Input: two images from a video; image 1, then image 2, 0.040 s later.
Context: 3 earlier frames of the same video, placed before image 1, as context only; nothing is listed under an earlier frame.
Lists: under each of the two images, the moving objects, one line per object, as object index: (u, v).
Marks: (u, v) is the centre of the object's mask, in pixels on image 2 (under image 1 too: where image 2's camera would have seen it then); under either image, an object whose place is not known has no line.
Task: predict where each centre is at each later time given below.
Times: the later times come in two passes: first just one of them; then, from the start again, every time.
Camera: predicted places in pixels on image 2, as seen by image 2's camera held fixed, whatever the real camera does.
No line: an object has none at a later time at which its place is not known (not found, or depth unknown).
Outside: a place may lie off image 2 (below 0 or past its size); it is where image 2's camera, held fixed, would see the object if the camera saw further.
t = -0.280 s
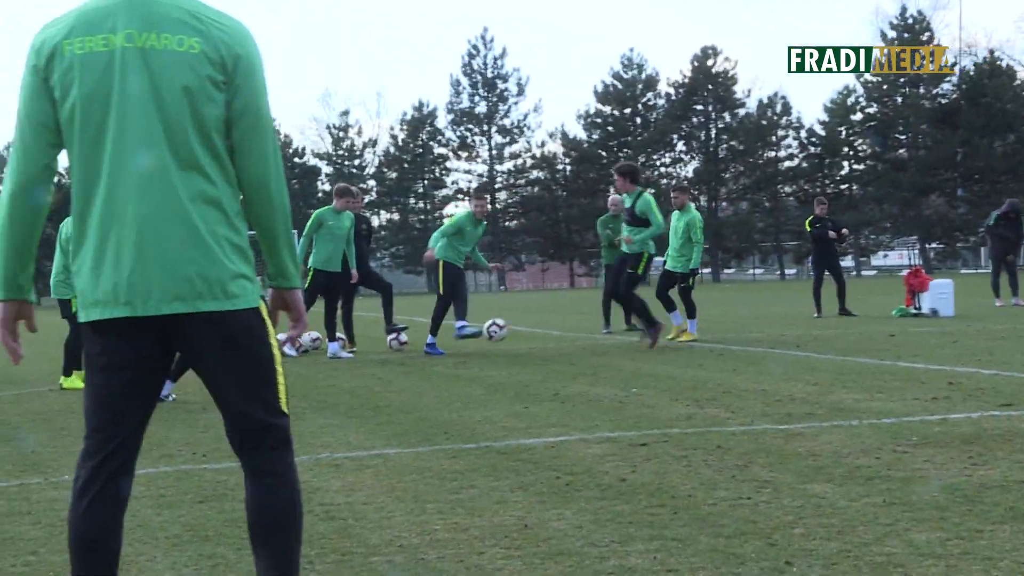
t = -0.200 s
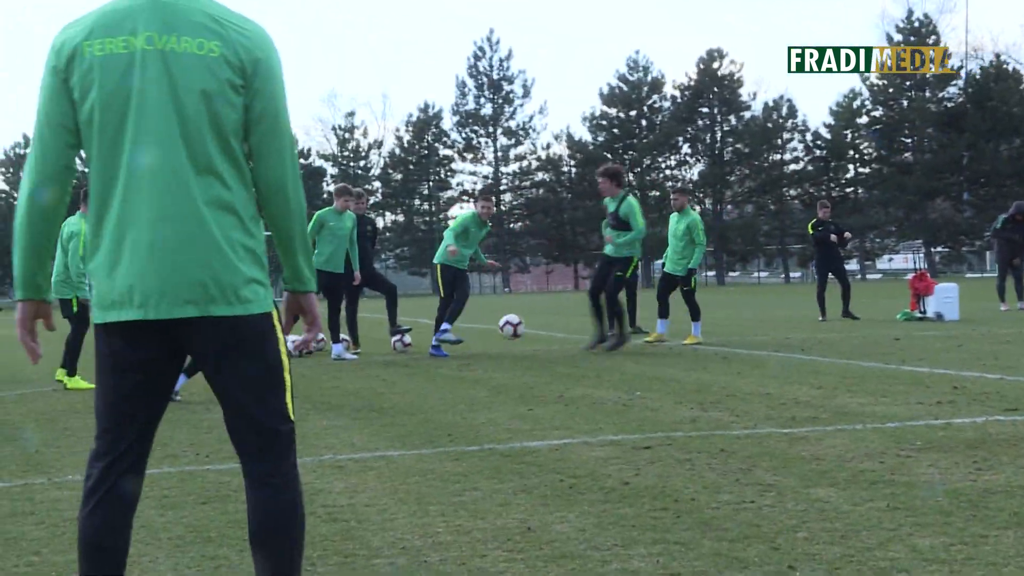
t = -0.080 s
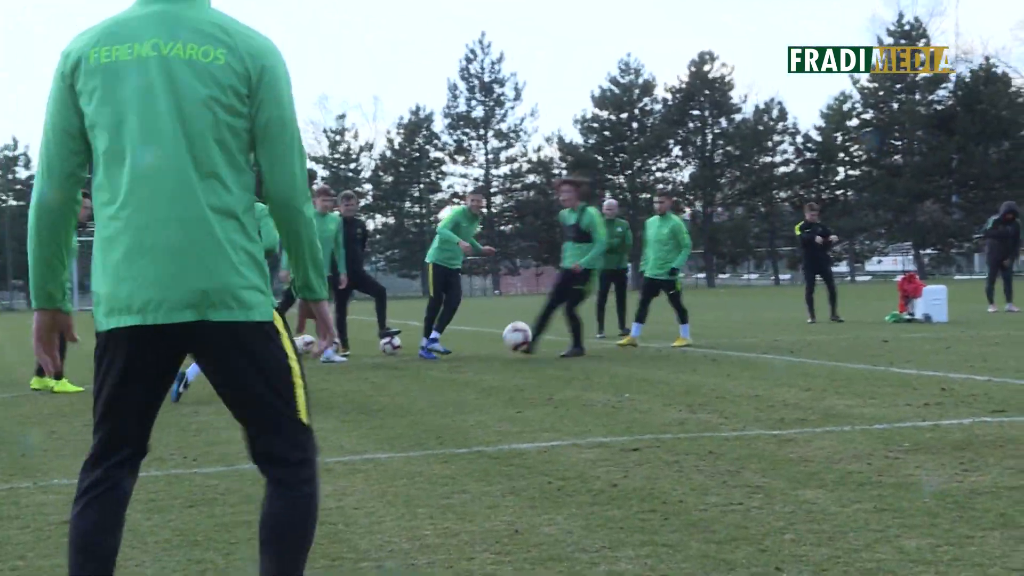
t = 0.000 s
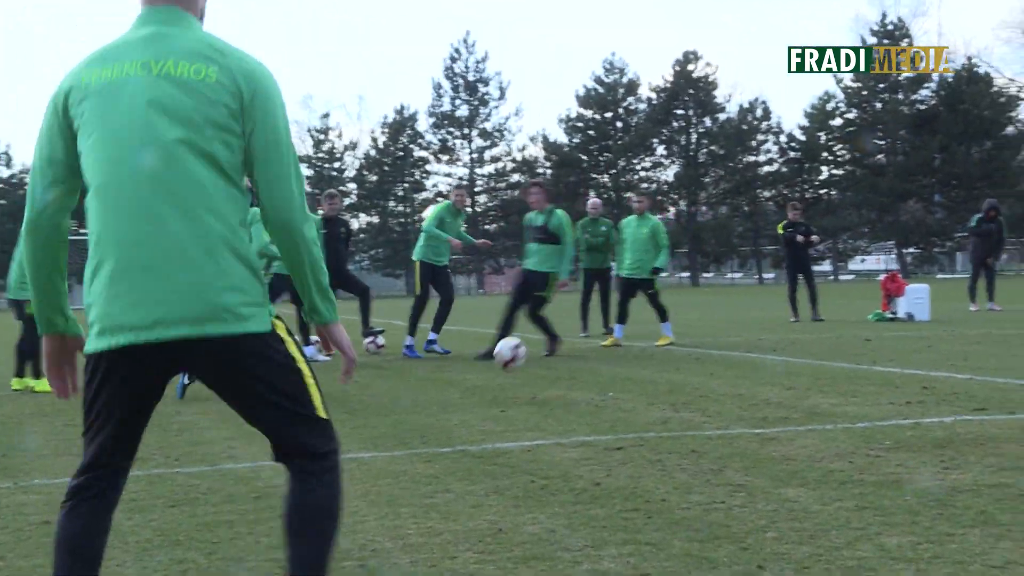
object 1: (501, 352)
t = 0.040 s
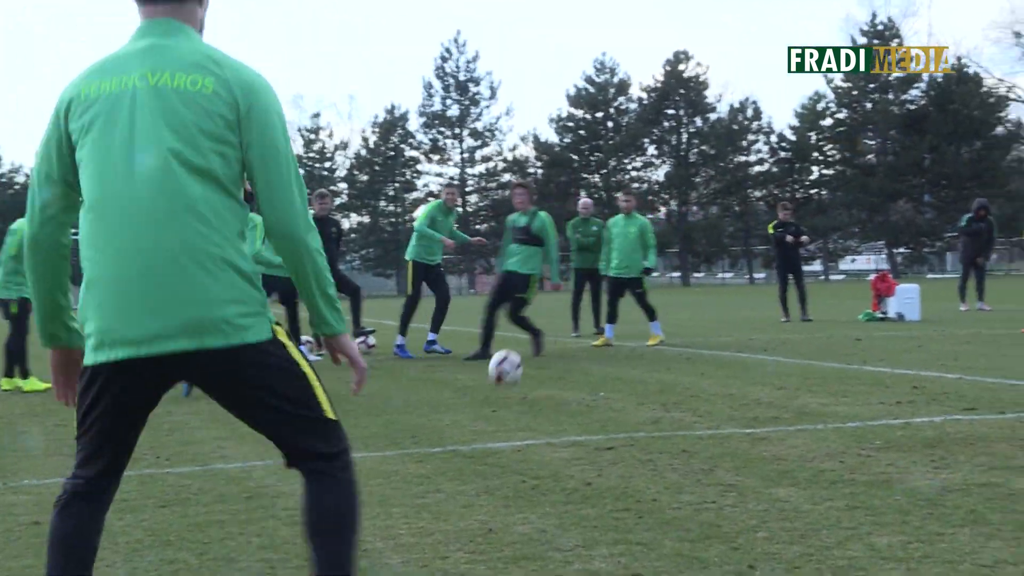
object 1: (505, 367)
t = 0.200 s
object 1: (515, 395)
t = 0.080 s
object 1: (510, 385)
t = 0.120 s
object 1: (514, 403)
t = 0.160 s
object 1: (515, 399)
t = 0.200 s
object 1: (515, 395)
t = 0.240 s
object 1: (514, 395)
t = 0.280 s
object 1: (515, 399)
